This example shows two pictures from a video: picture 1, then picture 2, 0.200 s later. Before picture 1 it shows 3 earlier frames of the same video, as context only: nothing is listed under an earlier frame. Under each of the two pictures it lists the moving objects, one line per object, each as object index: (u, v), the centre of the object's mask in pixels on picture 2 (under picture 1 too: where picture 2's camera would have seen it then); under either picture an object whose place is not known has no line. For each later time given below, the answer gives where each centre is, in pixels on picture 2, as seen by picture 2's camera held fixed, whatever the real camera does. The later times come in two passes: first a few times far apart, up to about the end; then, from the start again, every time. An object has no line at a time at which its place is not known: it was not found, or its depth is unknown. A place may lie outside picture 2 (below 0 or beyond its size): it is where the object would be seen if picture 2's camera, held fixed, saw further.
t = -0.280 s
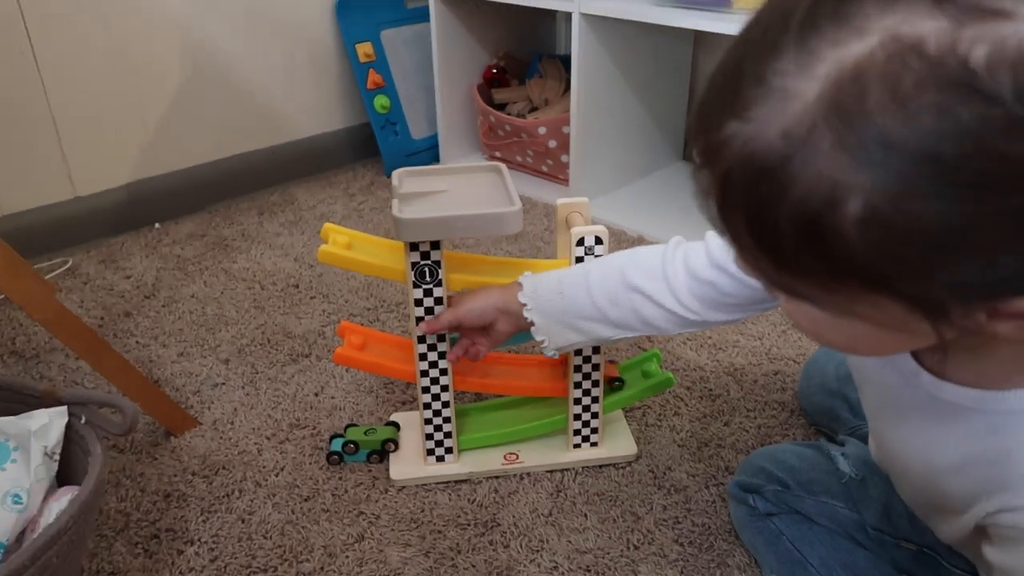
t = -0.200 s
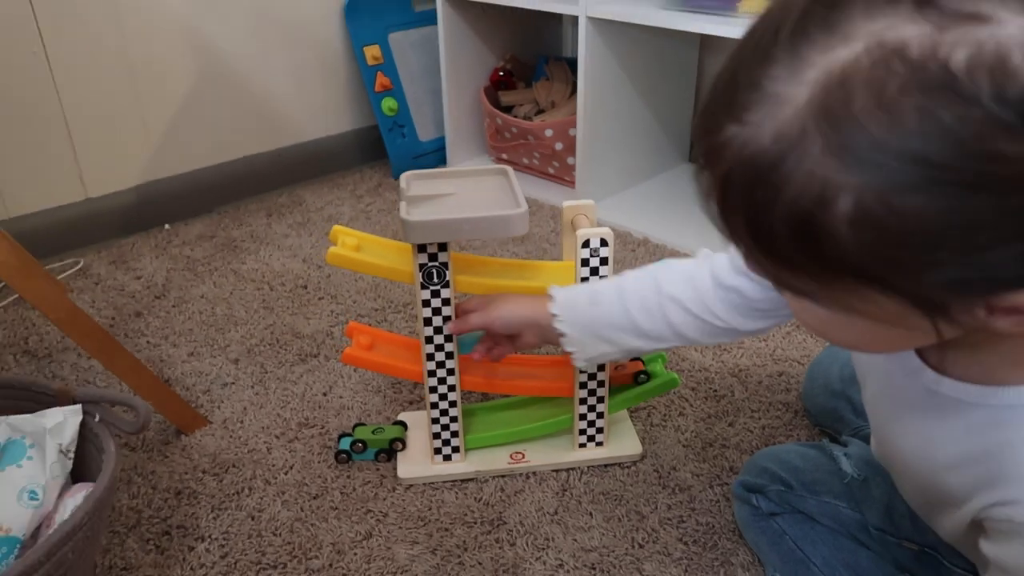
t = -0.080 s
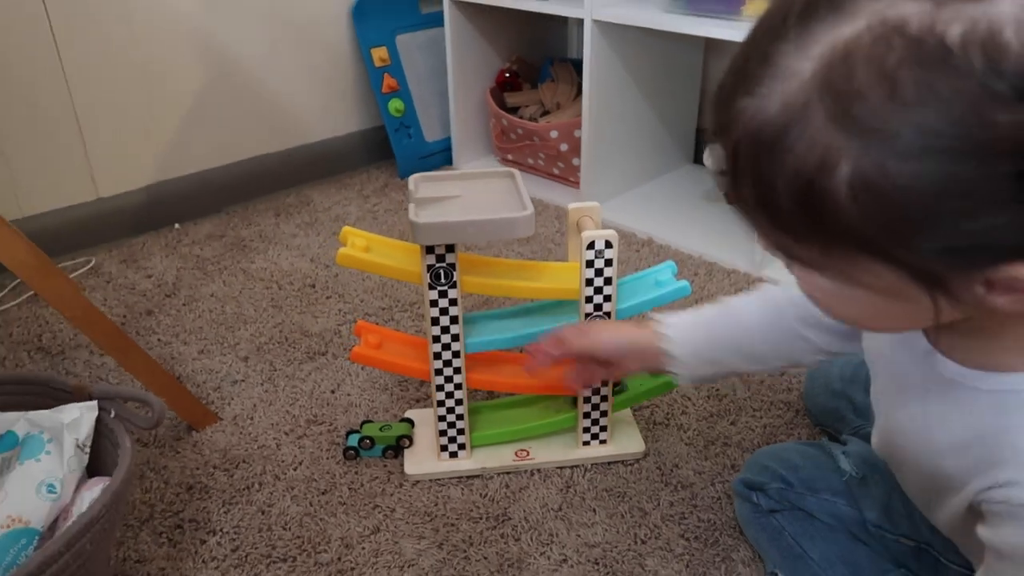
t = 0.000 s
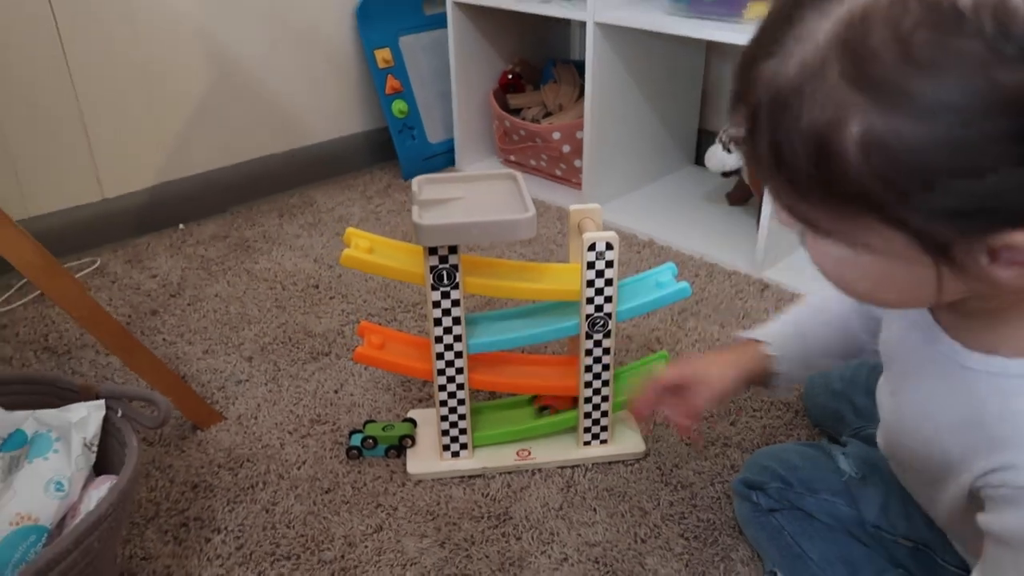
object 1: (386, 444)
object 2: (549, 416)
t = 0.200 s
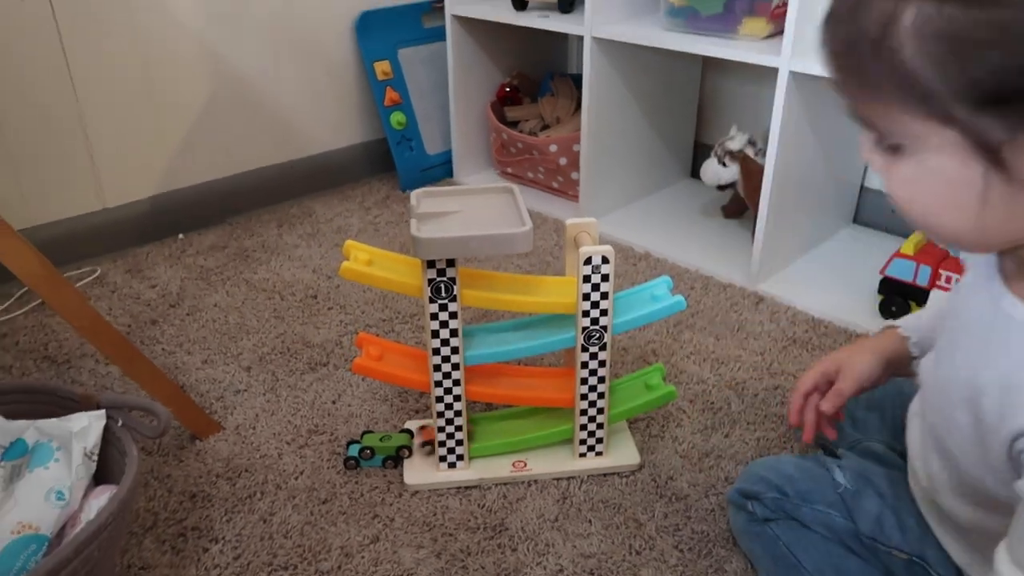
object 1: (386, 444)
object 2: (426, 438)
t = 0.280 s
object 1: (374, 444)
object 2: (417, 443)
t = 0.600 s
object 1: (372, 443)
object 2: (415, 444)
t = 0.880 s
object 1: (371, 443)
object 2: (416, 444)
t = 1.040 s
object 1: (372, 443)
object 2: (416, 444)
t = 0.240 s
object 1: (380, 444)
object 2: (419, 443)
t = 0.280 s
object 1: (374, 444)
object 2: (417, 443)
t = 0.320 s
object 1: (372, 443)
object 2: (415, 444)
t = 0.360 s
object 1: (372, 444)
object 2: (416, 444)
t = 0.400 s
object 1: (373, 443)
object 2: (415, 444)
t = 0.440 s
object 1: (372, 443)
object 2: (416, 444)
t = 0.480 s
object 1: (373, 443)
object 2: (415, 444)
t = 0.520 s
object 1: (372, 443)
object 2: (416, 444)
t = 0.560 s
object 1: (372, 443)
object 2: (416, 444)
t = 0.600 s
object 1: (372, 443)
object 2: (415, 444)
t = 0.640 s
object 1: (372, 443)
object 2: (416, 444)
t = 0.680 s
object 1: (372, 443)
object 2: (416, 444)
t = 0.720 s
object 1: (372, 443)
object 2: (416, 444)
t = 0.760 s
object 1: (372, 443)
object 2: (416, 444)
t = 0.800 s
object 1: (372, 443)
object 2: (416, 444)
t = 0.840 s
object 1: (371, 443)
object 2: (416, 444)
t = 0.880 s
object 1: (371, 443)
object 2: (416, 444)
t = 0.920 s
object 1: (372, 443)
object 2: (416, 444)
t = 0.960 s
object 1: (372, 443)
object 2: (415, 444)
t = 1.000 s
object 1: (371, 443)
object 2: (416, 444)
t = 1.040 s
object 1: (372, 443)
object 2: (416, 444)
